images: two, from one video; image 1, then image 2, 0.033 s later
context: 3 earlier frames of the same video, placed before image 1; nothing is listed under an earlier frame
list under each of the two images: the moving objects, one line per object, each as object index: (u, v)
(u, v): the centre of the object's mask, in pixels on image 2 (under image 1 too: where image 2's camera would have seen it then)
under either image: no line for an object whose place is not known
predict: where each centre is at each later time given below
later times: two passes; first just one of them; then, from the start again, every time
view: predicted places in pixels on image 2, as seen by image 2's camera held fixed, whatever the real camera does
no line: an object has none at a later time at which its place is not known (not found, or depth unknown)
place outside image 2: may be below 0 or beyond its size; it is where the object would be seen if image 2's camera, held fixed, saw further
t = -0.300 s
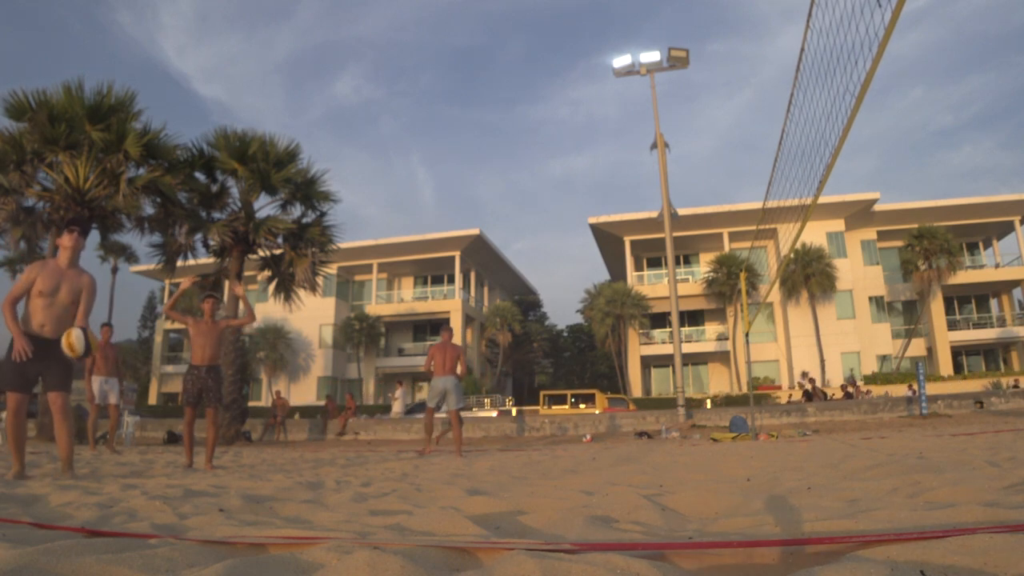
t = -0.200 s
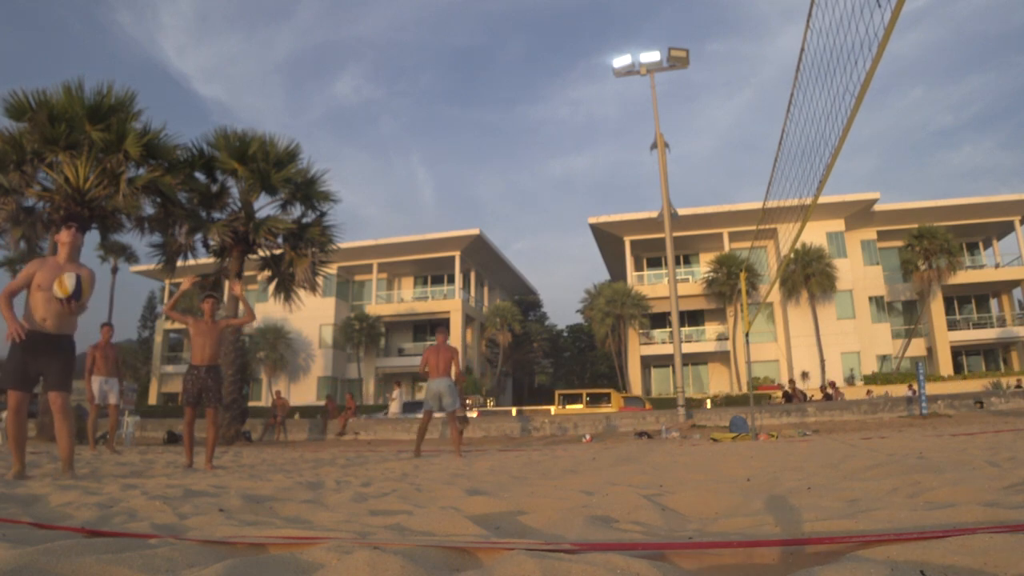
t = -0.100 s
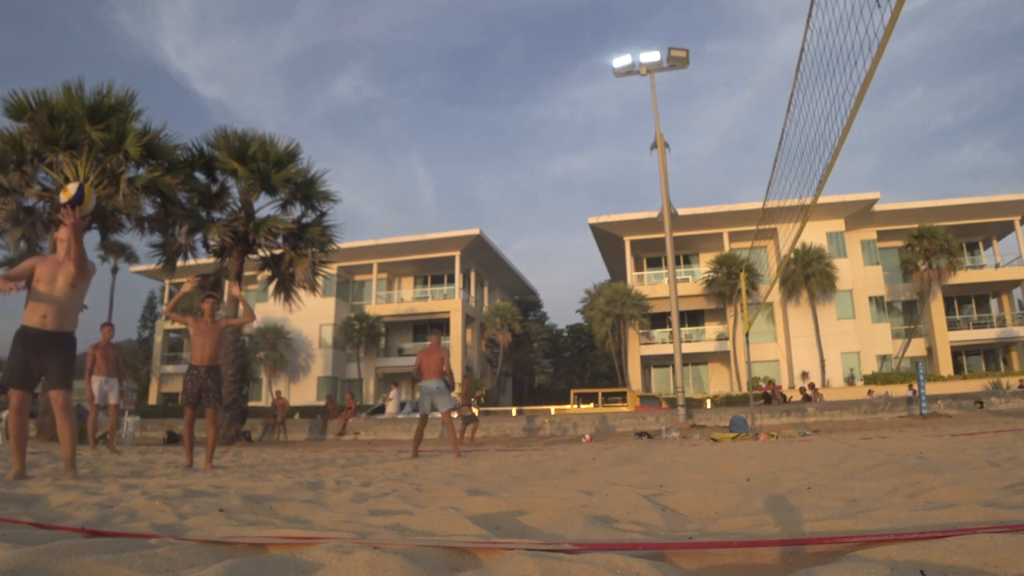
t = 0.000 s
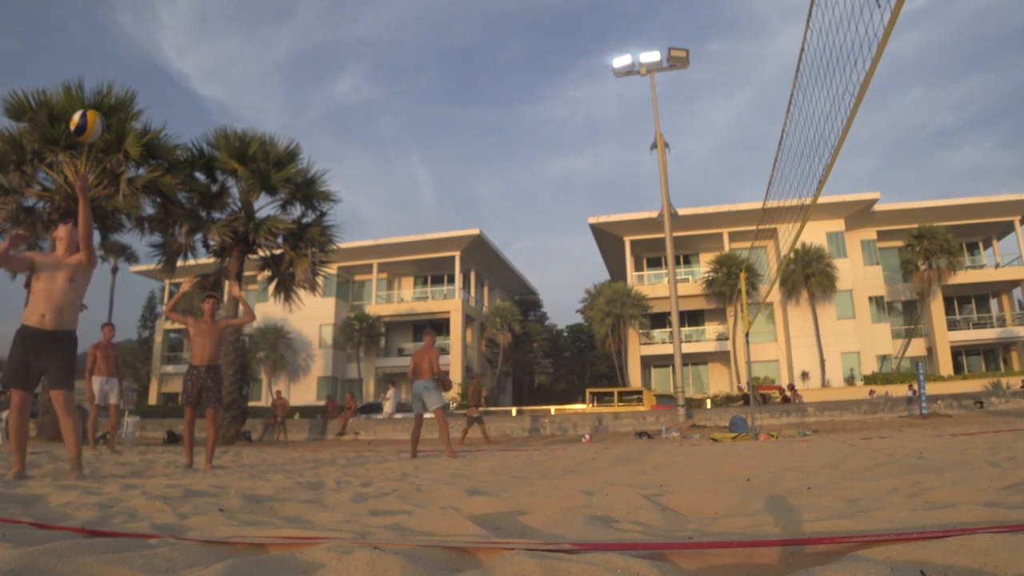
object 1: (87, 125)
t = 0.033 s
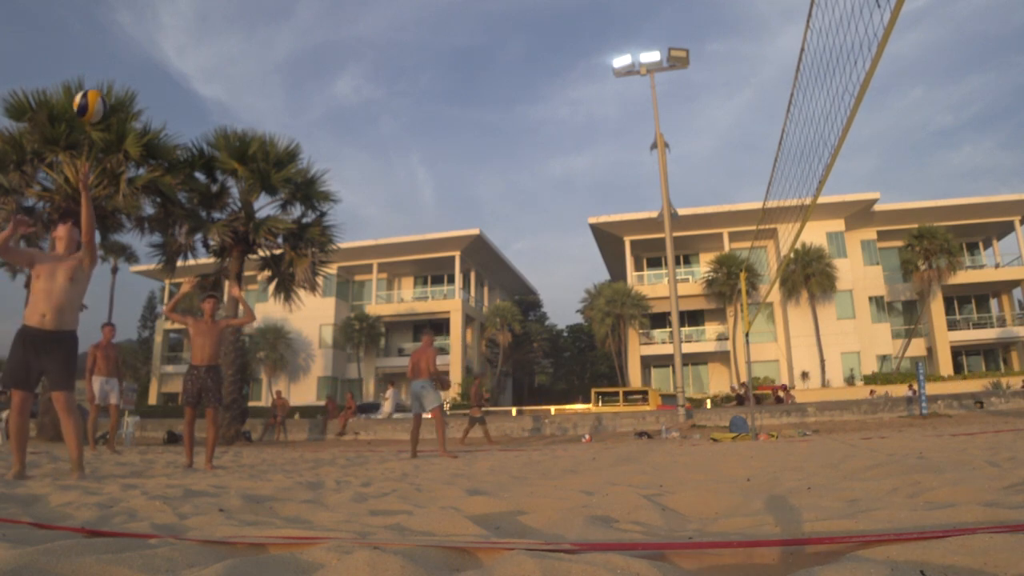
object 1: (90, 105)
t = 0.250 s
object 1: (104, 20)
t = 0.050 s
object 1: (91, 96)
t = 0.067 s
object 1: (93, 88)
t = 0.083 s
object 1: (94, 80)
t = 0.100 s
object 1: (95, 72)
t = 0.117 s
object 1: (96, 64)
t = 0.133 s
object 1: (97, 58)
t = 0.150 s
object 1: (99, 51)
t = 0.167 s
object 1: (100, 45)
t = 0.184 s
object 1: (101, 40)
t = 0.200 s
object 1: (101, 34)
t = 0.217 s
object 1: (102, 29)
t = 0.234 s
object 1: (103, 24)
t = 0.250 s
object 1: (104, 20)
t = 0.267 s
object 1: (104, 16)
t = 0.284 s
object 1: (105, 13)
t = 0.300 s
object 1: (105, 11)
